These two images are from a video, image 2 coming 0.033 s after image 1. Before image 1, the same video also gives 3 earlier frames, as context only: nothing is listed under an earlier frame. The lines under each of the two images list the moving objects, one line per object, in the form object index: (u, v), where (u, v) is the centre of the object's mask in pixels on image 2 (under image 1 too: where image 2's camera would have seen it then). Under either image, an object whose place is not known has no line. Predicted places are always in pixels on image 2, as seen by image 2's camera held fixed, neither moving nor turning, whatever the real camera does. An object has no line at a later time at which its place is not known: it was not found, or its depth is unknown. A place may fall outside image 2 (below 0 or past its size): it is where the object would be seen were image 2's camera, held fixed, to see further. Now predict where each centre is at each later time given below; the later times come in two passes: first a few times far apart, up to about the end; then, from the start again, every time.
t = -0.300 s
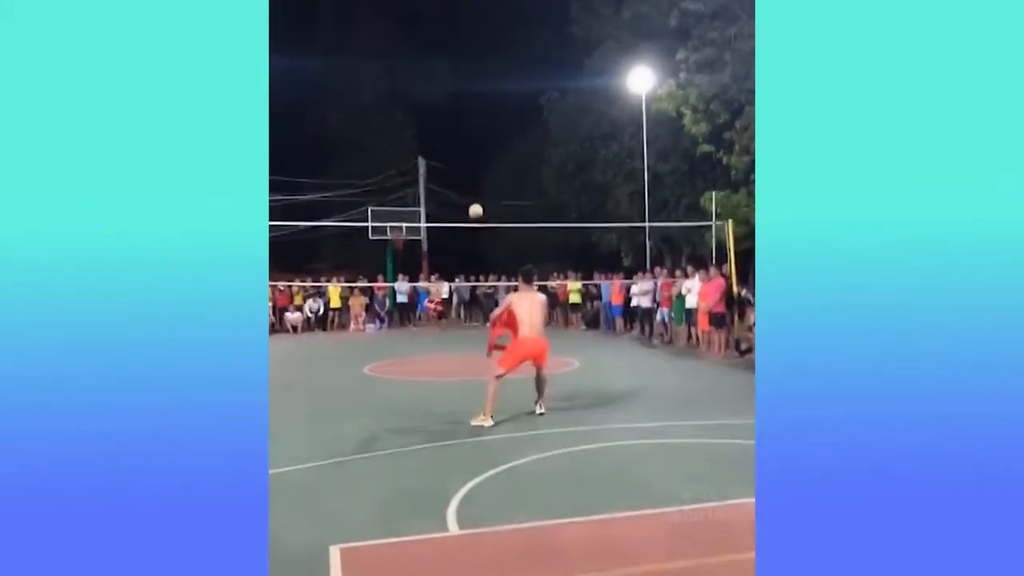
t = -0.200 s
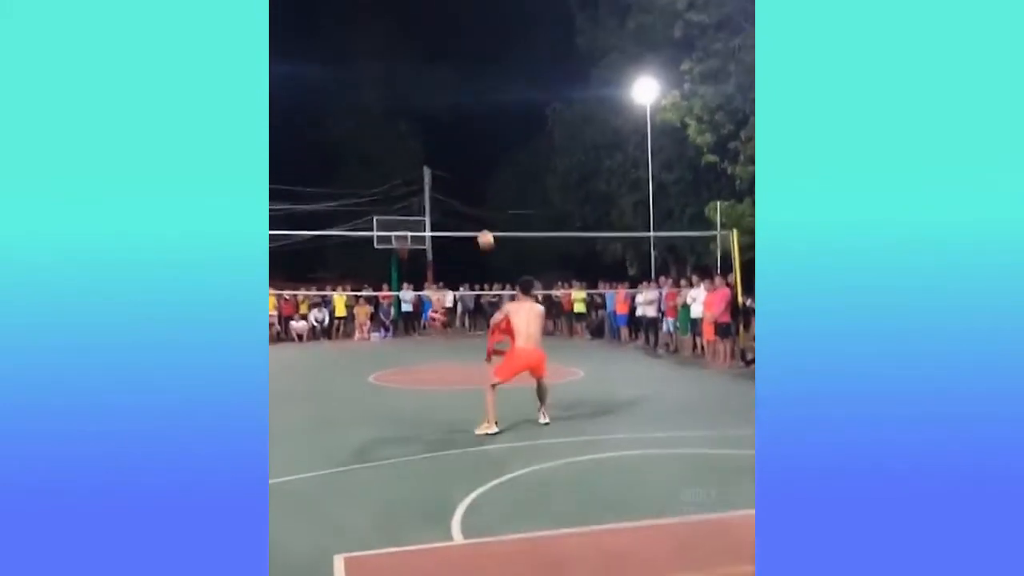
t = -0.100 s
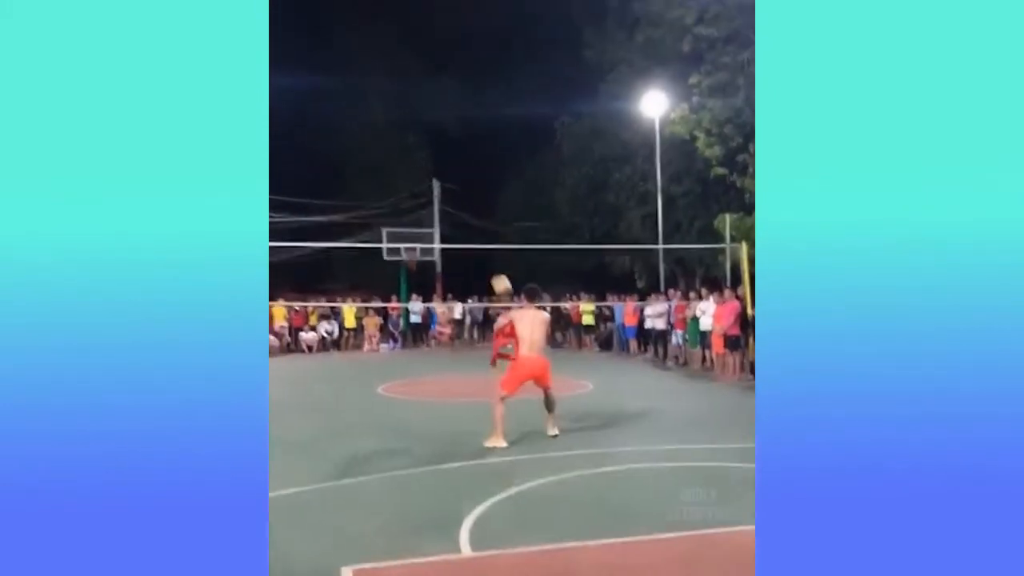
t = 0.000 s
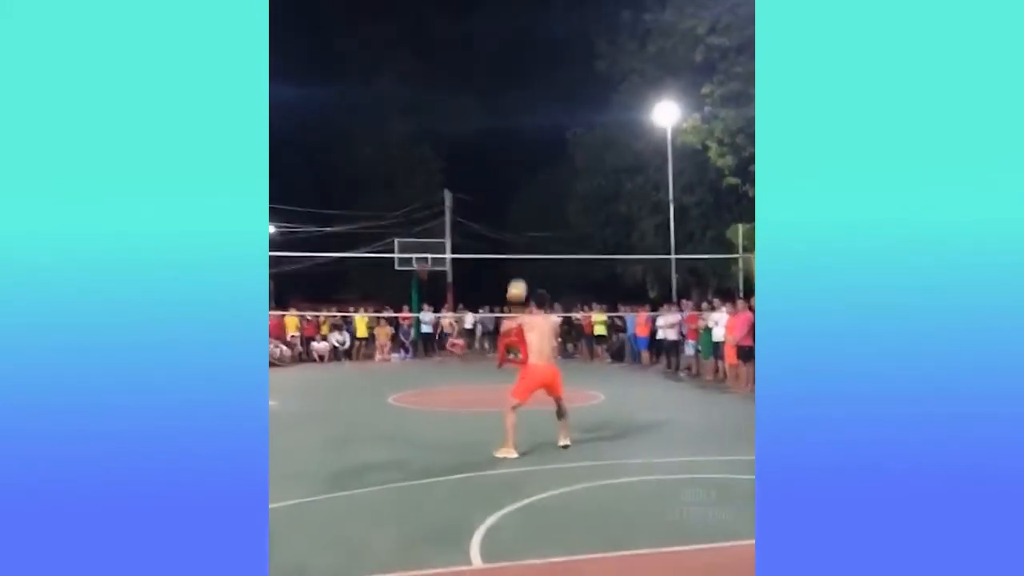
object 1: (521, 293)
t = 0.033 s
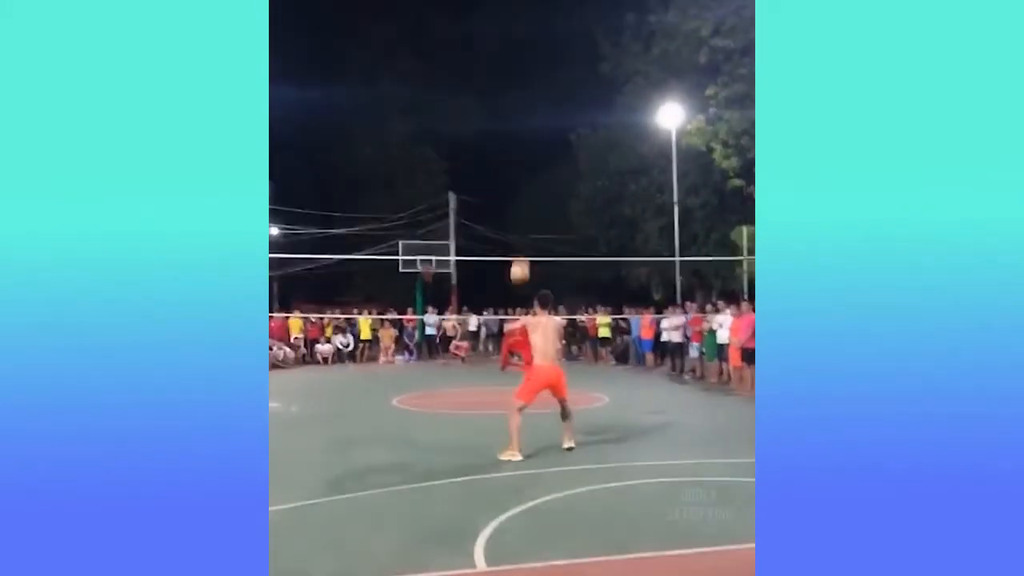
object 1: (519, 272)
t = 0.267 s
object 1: (510, 149)
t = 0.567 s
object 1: (499, 67)
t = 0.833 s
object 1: (489, 58)
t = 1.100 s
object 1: (482, 106)
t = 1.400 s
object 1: (477, 223)
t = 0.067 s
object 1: (519, 249)
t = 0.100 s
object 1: (517, 231)
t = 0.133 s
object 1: (515, 212)
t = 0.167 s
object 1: (514, 195)
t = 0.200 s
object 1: (513, 179)
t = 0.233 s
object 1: (511, 164)
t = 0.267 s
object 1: (510, 149)
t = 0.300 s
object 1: (509, 136)
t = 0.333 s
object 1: (508, 123)
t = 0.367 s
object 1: (507, 113)
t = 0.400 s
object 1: (506, 103)
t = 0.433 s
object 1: (504, 94)
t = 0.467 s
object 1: (503, 86)
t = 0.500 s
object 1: (502, 79)
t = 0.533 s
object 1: (501, 72)
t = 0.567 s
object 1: (499, 67)
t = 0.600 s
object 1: (498, 63)
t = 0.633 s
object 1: (497, 60)
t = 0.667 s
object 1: (496, 57)
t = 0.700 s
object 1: (495, 56)
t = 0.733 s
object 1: (493, 55)
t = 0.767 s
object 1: (492, 55)
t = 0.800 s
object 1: (491, 56)
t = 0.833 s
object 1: (489, 58)
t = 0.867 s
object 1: (488, 60)
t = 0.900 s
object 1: (487, 64)
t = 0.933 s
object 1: (486, 69)
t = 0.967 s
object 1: (485, 75)
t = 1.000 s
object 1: (484, 81)
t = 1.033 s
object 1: (483, 89)
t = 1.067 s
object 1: (483, 98)
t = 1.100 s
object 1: (482, 106)
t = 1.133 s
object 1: (481, 117)
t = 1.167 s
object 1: (481, 127)
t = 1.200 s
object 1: (481, 138)
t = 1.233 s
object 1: (480, 151)
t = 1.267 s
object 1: (479, 164)
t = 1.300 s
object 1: (479, 177)
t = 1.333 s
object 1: (478, 192)
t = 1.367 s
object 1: (477, 208)
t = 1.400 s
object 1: (477, 223)
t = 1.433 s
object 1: (477, 241)
